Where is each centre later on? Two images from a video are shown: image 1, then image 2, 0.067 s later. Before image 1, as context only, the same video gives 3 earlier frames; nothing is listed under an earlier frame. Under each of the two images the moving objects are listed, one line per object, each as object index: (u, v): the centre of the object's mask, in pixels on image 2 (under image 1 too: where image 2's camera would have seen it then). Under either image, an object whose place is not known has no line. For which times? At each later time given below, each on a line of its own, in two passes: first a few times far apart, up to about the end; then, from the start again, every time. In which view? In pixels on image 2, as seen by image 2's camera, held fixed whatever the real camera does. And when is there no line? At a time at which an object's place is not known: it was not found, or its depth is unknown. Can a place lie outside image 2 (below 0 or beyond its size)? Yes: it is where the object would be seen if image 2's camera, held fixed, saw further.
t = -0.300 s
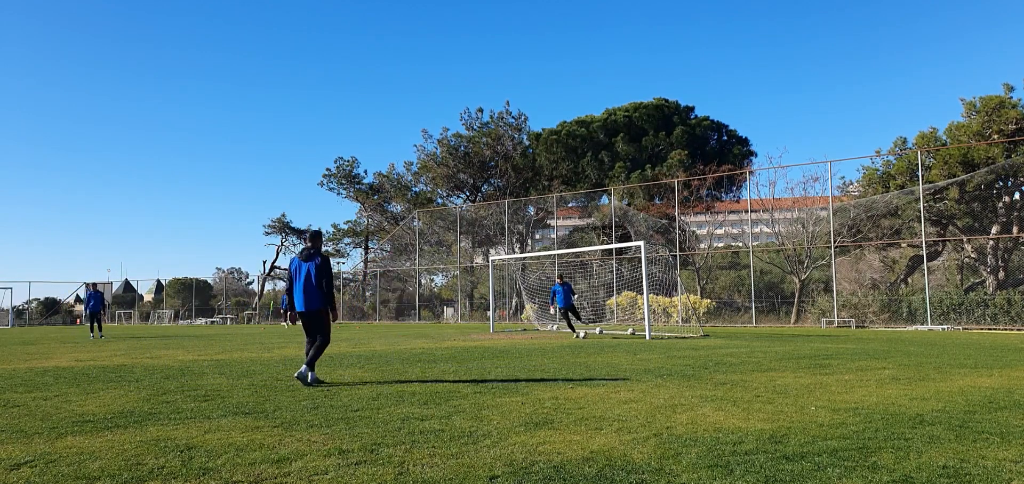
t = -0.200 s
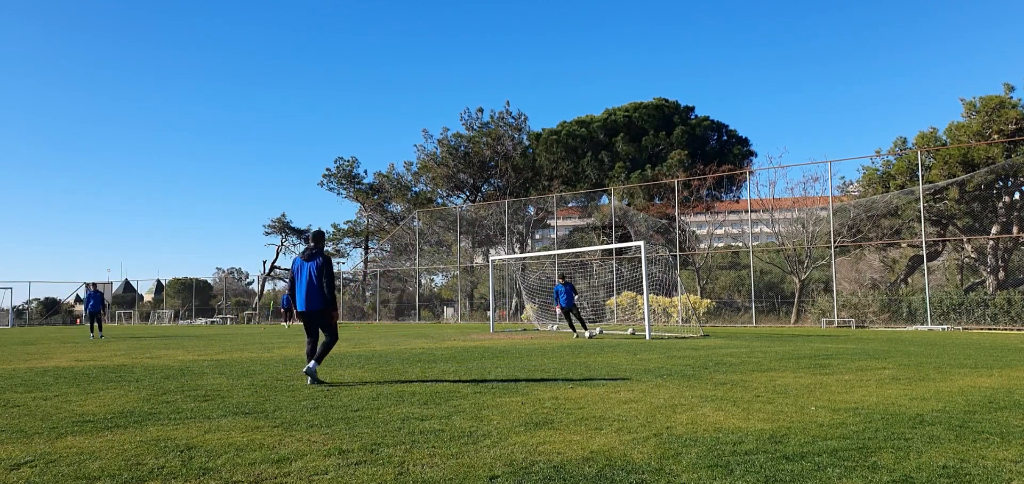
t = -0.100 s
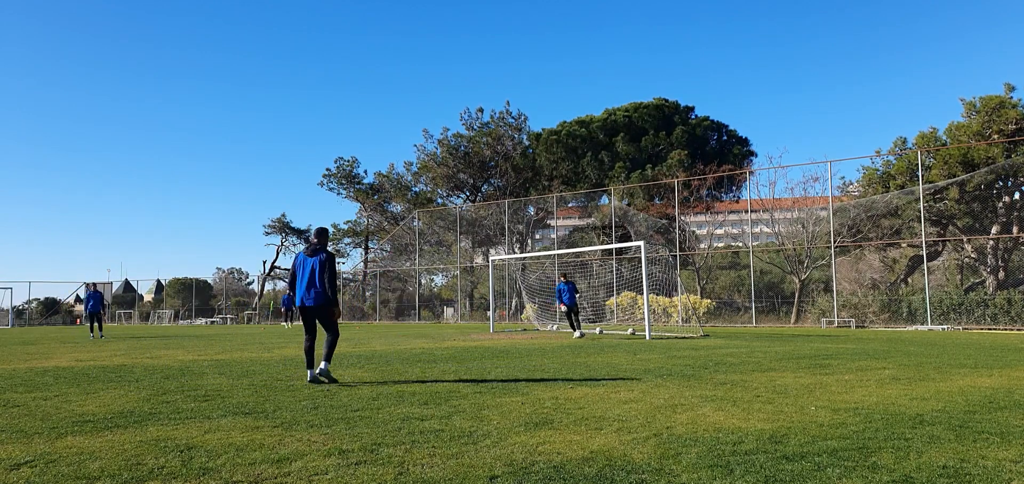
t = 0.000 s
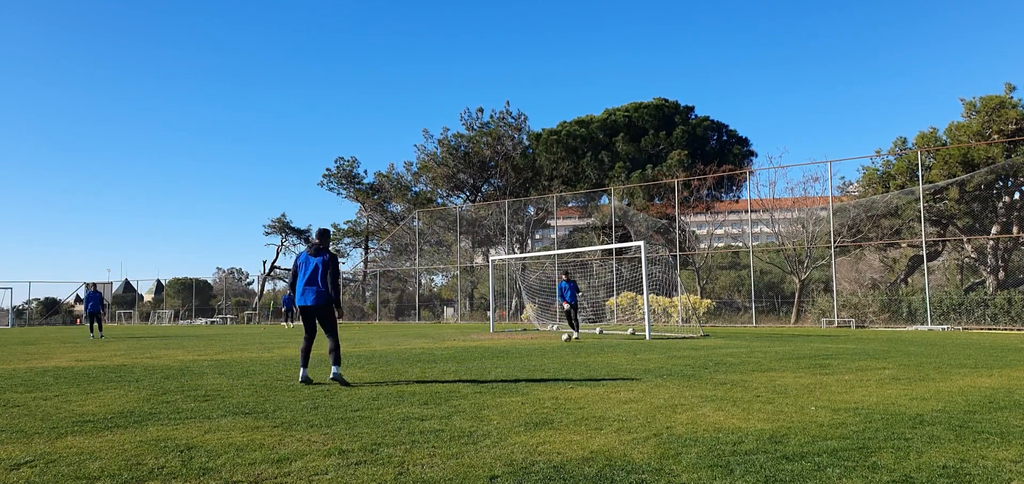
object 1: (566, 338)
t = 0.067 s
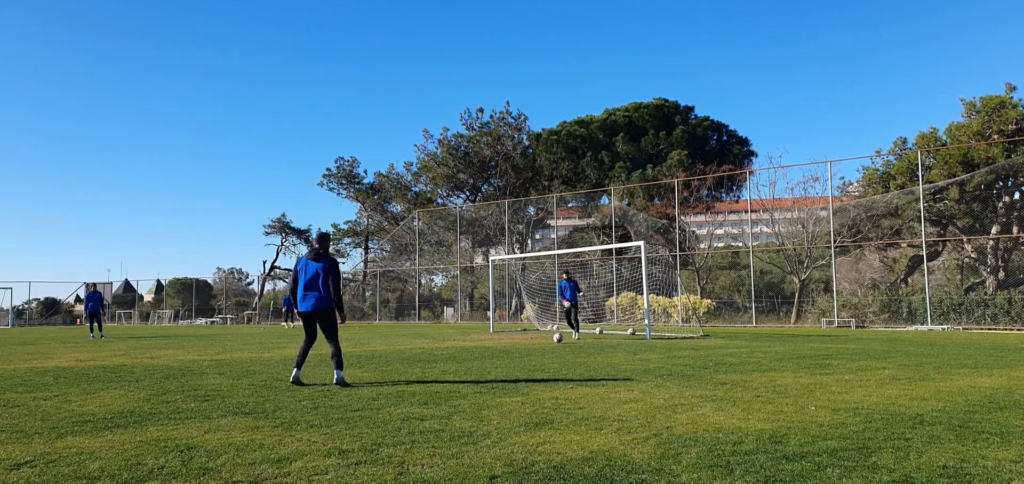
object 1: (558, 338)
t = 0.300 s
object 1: (527, 342)
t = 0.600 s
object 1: (489, 351)
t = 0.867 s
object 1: (454, 357)
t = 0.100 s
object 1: (553, 339)
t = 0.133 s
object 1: (549, 340)
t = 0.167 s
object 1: (544, 341)
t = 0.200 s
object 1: (540, 341)
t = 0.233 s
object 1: (536, 341)
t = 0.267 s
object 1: (532, 341)
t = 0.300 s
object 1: (527, 342)
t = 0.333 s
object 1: (523, 343)
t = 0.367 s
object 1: (518, 345)
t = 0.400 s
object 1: (513, 346)
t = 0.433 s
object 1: (510, 345)
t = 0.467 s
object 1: (506, 345)
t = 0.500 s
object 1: (502, 346)
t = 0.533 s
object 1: (497, 347)
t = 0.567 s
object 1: (493, 349)
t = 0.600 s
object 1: (489, 351)
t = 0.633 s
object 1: (484, 351)
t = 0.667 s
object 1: (481, 351)
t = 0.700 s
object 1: (476, 352)
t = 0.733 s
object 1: (472, 353)
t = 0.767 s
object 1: (467, 355)
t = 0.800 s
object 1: (463, 355)
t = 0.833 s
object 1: (458, 355)
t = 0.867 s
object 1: (454, 357)
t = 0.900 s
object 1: (448, 359)
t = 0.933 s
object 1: (443, 360)
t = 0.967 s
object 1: (438, 360)
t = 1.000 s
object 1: (433, 361)
